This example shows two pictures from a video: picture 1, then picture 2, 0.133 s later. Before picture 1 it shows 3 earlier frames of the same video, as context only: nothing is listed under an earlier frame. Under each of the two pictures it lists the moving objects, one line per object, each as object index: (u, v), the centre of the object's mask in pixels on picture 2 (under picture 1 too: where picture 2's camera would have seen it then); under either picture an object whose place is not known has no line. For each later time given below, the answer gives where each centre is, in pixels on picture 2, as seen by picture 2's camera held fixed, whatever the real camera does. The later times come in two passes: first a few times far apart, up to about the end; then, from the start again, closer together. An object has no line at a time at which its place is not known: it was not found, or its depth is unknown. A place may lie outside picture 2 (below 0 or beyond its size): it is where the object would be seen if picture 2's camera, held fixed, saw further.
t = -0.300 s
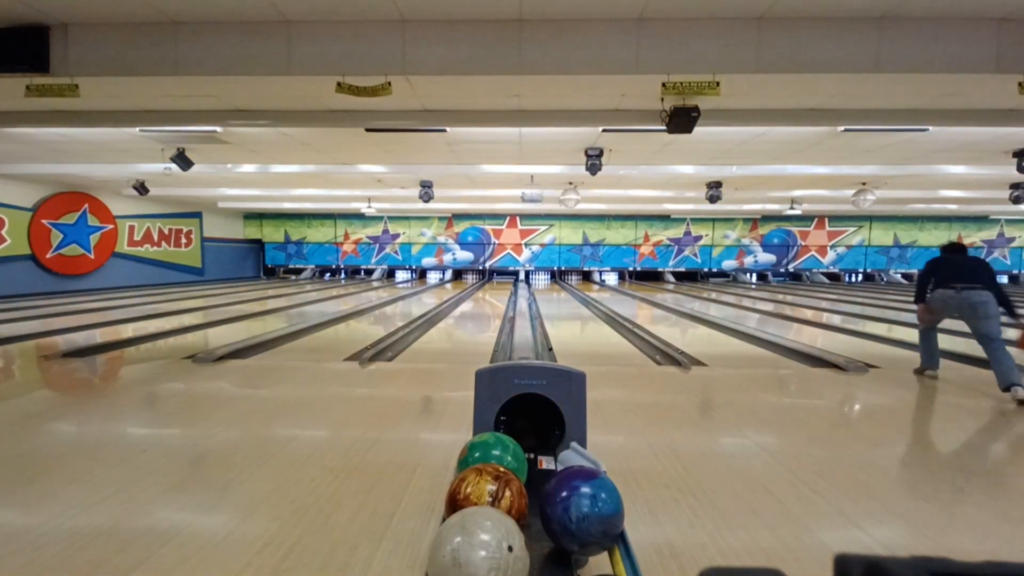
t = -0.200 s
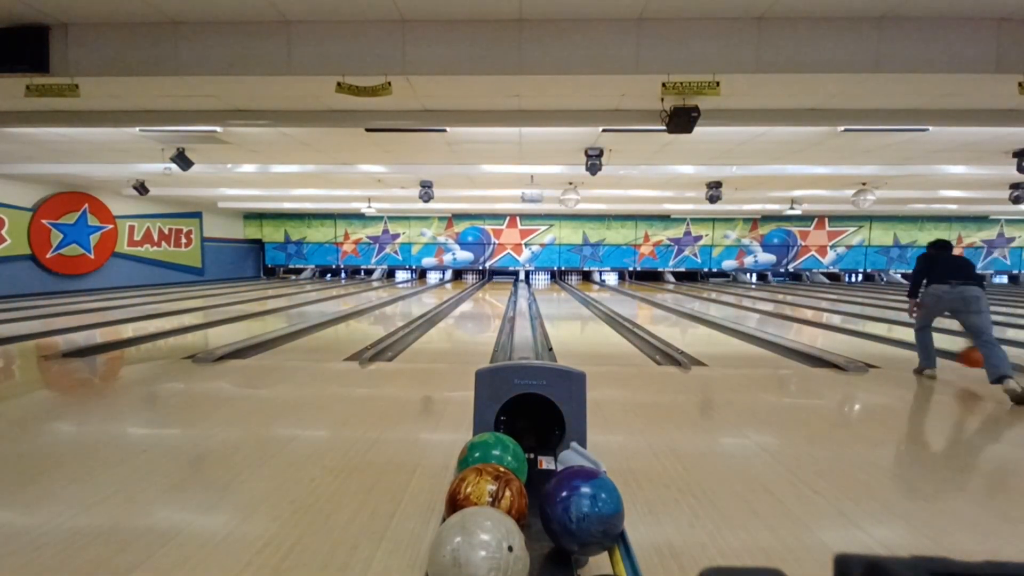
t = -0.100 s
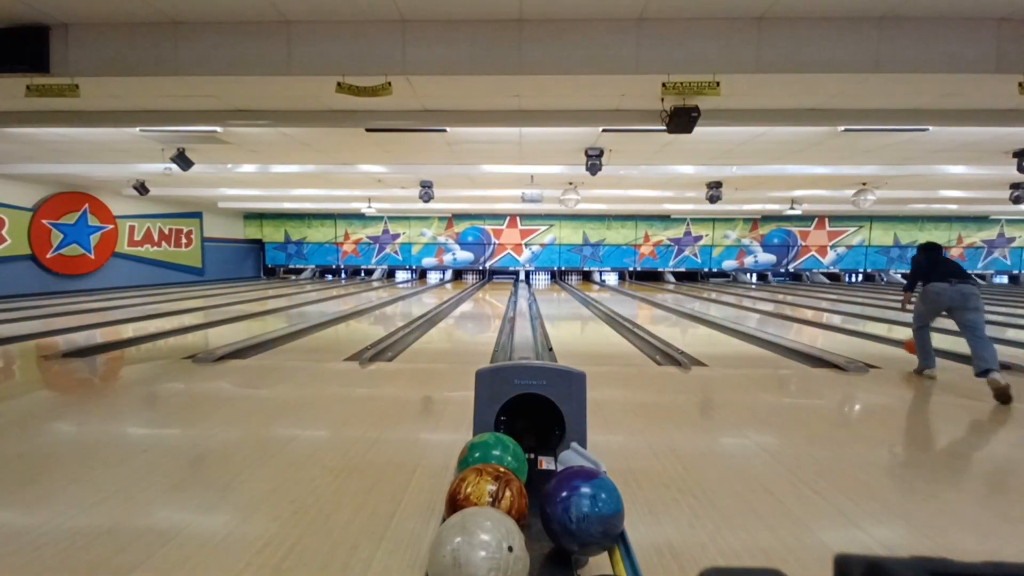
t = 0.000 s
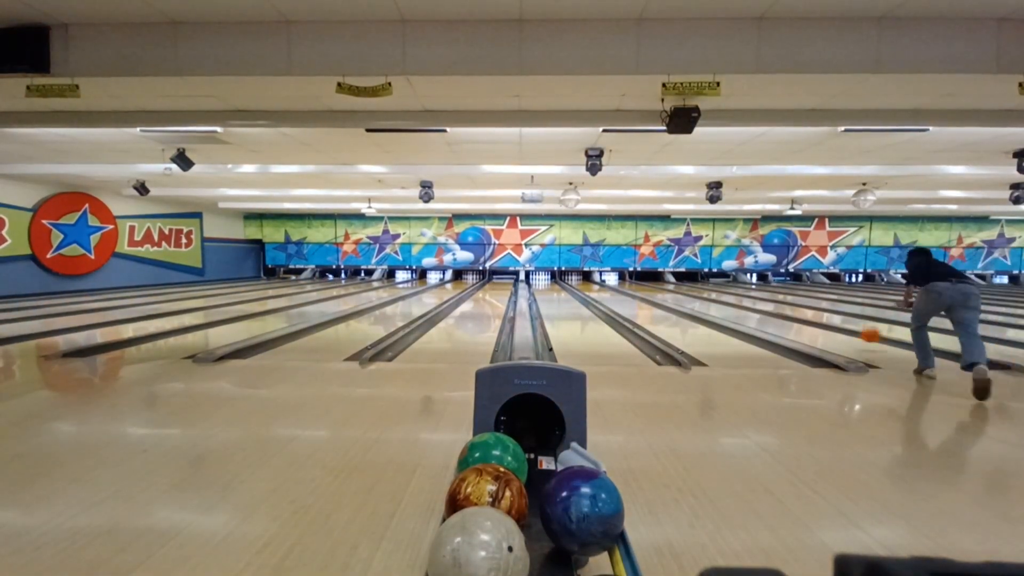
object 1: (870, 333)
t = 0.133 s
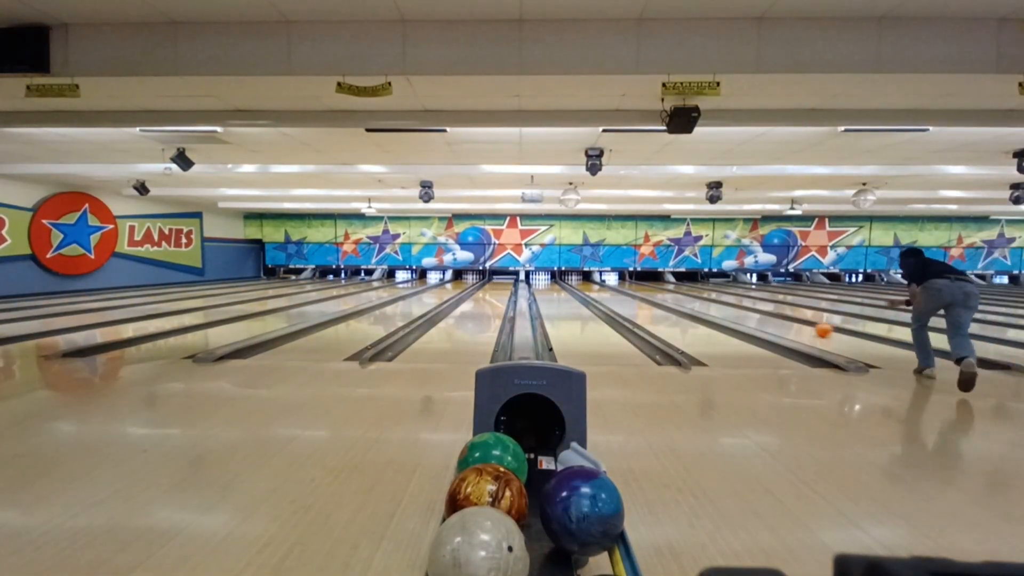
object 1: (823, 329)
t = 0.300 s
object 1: (782, 315)
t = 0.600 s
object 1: (729, 305)
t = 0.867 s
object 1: (698, 297)
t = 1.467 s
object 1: (656, 288)
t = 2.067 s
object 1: (631, 282)
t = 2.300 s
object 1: (625, 281)
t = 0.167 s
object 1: (813, 322)
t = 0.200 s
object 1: (804, 319)
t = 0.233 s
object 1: (797, 317)
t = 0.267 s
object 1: (789, 318)
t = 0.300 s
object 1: (782, 315)
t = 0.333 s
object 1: (773, 315)
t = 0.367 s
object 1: (767, 313)
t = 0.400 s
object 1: (762, 311)
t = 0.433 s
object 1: (755, 311)
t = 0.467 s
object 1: (749, 309)
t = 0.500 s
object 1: (744, 309)
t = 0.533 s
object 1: (738, 307)
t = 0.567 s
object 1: (733, 307)
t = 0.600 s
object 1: (729, 305)
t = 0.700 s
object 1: (716, 302)
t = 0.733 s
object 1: (712, 300)
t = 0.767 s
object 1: (708, 300)
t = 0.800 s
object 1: (705, 299)
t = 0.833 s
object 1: (702, 298)
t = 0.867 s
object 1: (698, 297)
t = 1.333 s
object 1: (663, 289)
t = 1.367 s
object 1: (661, 288)
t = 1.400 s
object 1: (660, 288)
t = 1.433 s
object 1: (658, 288)
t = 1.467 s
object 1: (656, 288)
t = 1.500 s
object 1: (654, 288)
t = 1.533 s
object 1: (652, 288)
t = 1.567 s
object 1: (651, 287)
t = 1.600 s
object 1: (649, 286)
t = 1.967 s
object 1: (634, 282)
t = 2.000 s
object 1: (633, 282)
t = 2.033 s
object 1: (632, 282)
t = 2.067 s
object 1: (631, 282)
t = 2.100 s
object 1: (630, 281)
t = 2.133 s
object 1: (629, 281)
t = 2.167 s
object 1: (629, 281)
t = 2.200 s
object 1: (627, 281)
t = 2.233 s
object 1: (626, 281)
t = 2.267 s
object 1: (626, 281)
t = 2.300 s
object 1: (625, 281)
